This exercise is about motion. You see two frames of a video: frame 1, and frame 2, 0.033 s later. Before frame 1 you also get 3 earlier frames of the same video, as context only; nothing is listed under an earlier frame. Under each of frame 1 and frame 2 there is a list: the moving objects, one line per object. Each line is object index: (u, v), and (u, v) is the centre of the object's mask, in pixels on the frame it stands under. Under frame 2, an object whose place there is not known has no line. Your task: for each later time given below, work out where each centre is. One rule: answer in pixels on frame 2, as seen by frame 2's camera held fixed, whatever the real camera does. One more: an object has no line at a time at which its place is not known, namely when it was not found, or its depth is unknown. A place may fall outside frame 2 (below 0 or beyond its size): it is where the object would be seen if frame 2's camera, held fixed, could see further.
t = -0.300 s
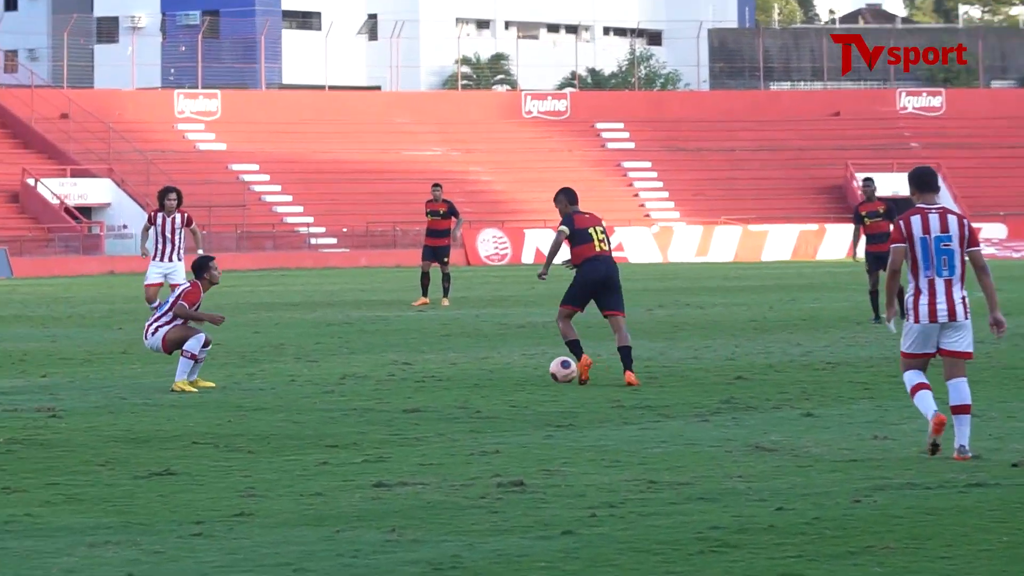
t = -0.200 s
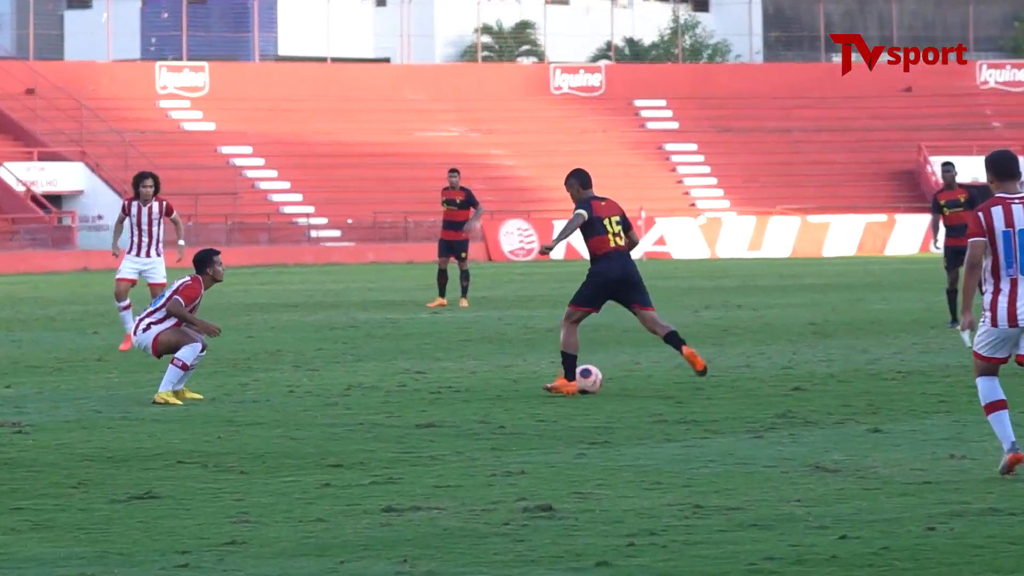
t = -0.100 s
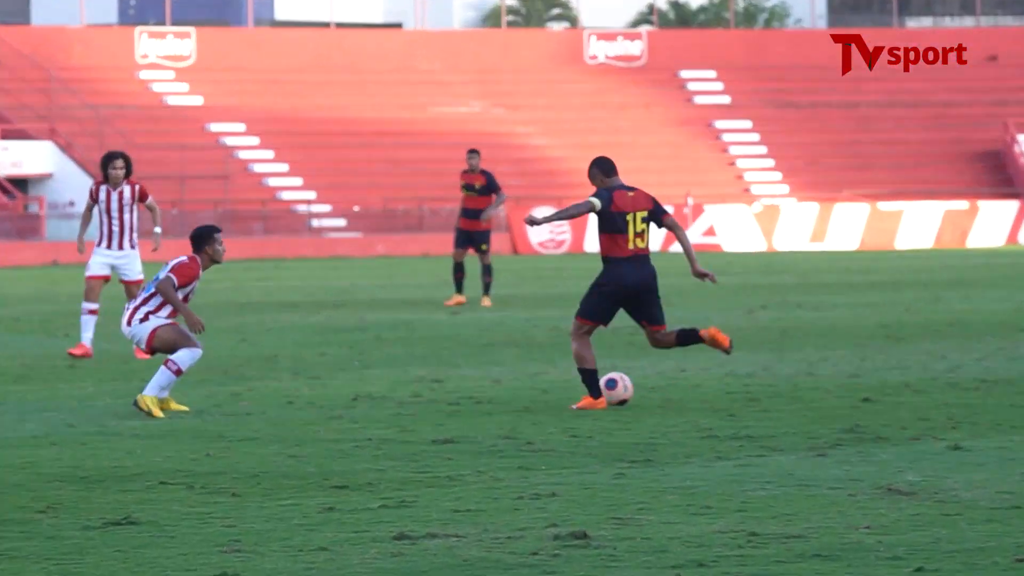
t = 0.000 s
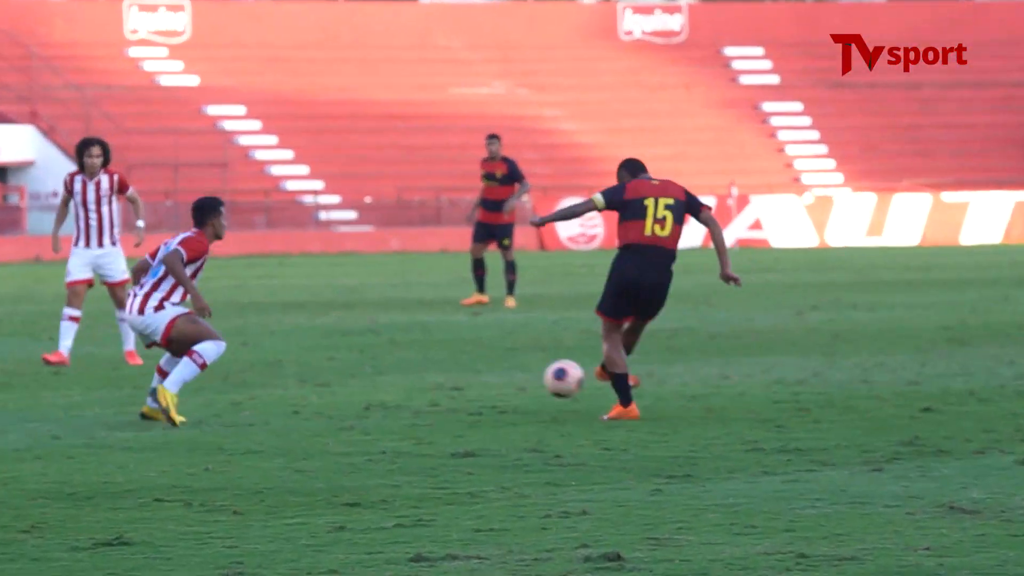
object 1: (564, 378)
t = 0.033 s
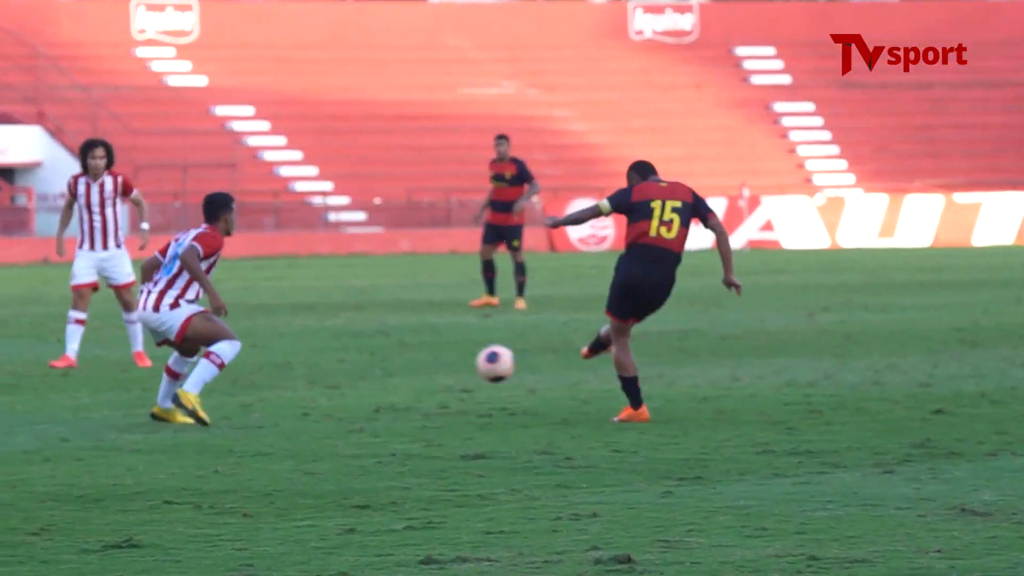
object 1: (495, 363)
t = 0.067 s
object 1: (422, 350)
